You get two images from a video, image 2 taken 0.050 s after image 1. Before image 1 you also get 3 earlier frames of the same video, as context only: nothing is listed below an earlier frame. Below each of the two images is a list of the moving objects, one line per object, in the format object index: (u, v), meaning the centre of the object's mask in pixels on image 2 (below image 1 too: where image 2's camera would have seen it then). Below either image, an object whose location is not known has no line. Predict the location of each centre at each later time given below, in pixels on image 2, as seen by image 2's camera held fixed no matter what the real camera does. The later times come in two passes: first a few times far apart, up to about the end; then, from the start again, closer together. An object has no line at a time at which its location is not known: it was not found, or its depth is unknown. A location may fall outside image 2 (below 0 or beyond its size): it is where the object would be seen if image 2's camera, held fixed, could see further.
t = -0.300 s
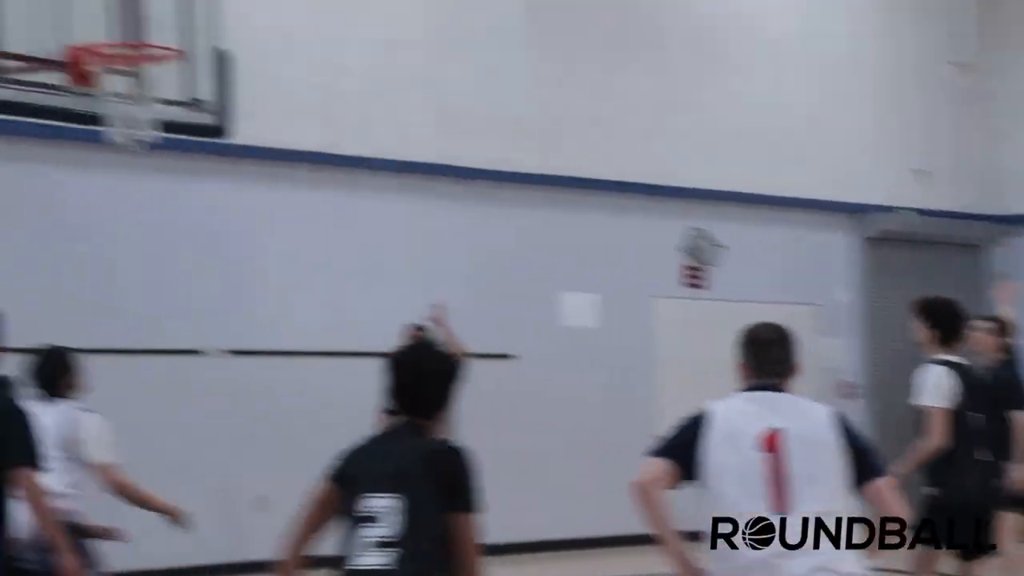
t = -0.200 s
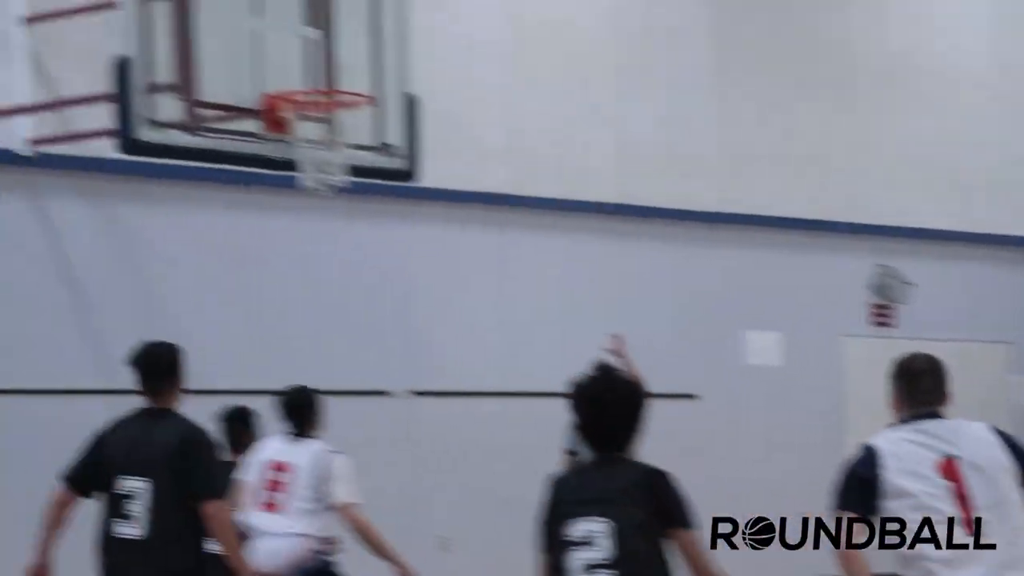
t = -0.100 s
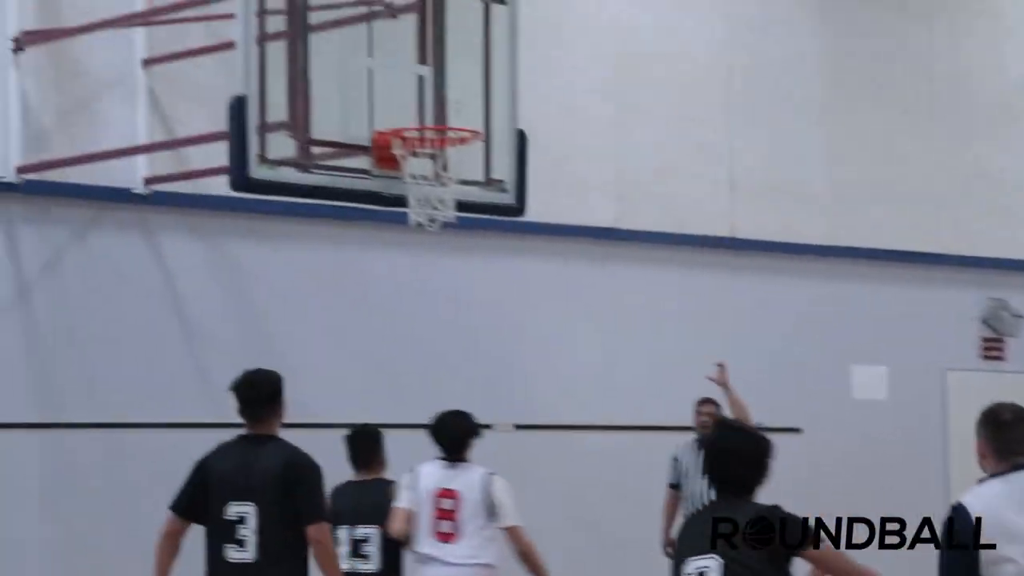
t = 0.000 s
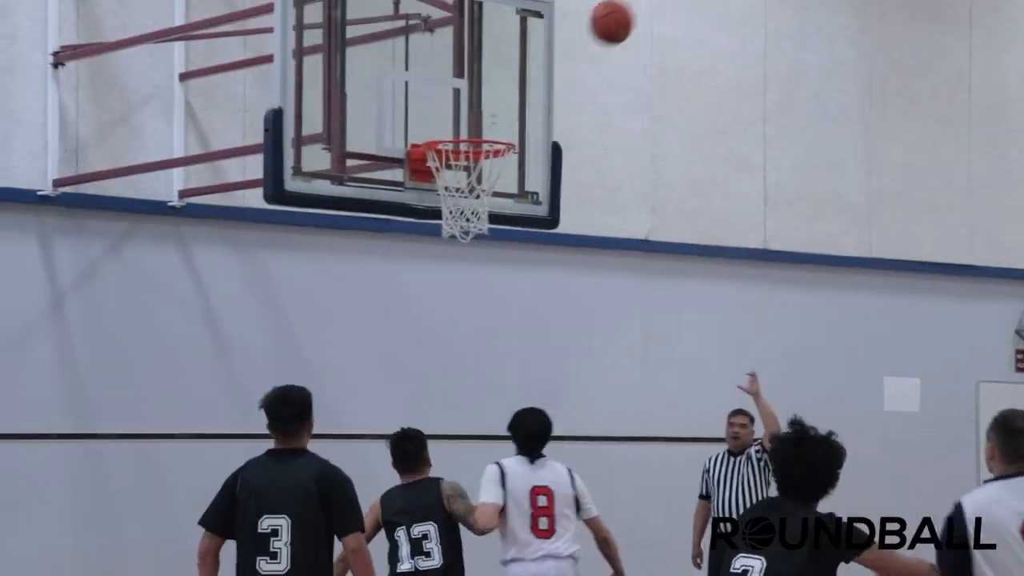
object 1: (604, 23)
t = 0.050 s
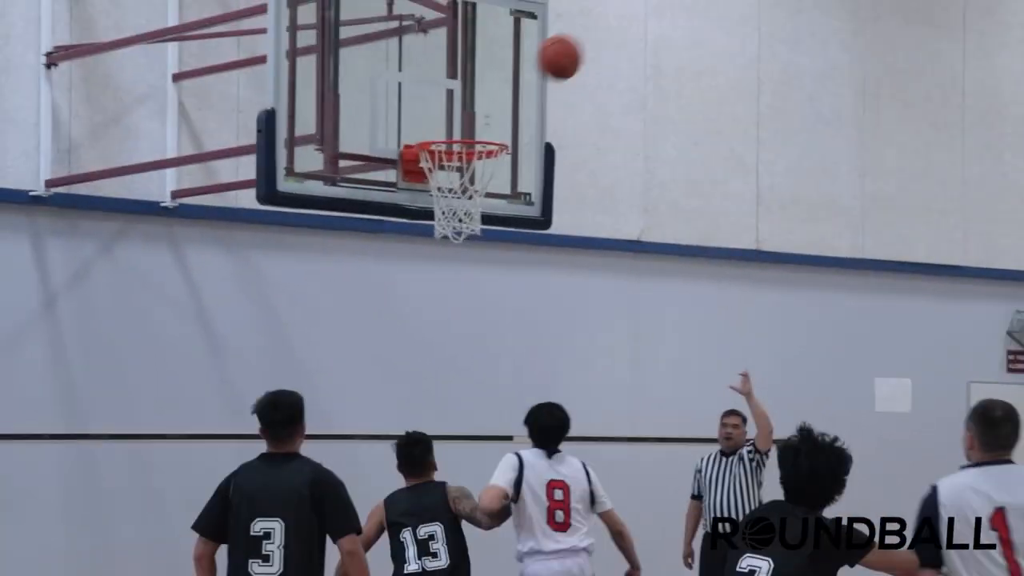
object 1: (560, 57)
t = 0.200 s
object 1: (435, 179)
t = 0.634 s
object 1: (424, 351)
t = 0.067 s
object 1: (545, 69)
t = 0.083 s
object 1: (529, 83)
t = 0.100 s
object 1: (514, 96)
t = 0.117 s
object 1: (499, 110)
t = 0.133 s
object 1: (483, 123)
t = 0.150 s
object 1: (469, 130)
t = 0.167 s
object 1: (453, 160)
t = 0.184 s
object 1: (442, 169)
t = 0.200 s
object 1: (435, 179)
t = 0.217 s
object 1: (432, 187)
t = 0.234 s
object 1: (432, 188)
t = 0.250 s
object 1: (425, 210)
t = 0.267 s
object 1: (424, 209)
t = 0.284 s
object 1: (424, 208)
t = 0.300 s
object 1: (424, 209)
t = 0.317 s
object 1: (425, 209)
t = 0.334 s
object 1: (426, 210)
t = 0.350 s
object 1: (426, 211)
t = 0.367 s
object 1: (426, 214)
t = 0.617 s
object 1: (424, 338)
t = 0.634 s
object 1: (424, 351)
